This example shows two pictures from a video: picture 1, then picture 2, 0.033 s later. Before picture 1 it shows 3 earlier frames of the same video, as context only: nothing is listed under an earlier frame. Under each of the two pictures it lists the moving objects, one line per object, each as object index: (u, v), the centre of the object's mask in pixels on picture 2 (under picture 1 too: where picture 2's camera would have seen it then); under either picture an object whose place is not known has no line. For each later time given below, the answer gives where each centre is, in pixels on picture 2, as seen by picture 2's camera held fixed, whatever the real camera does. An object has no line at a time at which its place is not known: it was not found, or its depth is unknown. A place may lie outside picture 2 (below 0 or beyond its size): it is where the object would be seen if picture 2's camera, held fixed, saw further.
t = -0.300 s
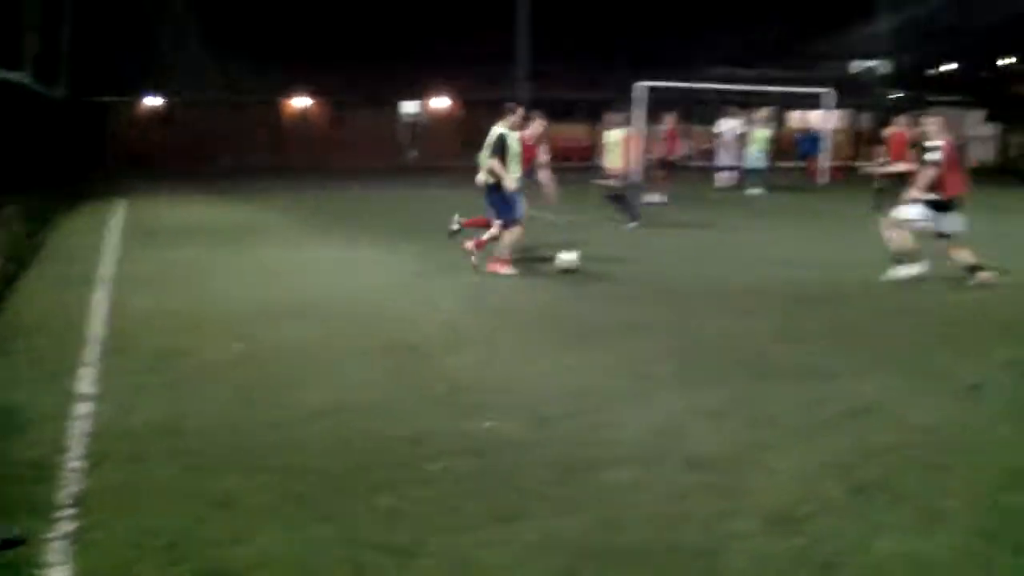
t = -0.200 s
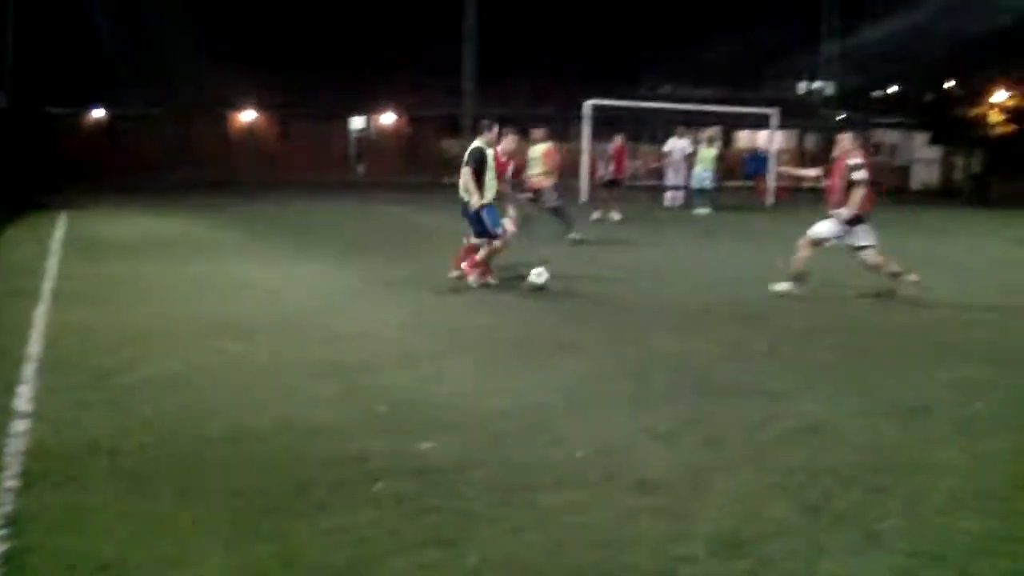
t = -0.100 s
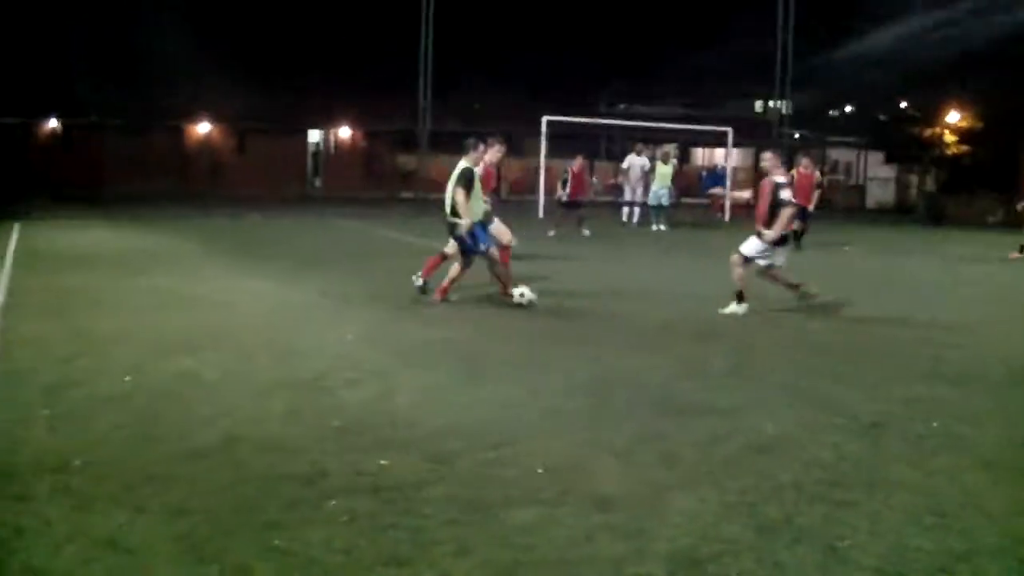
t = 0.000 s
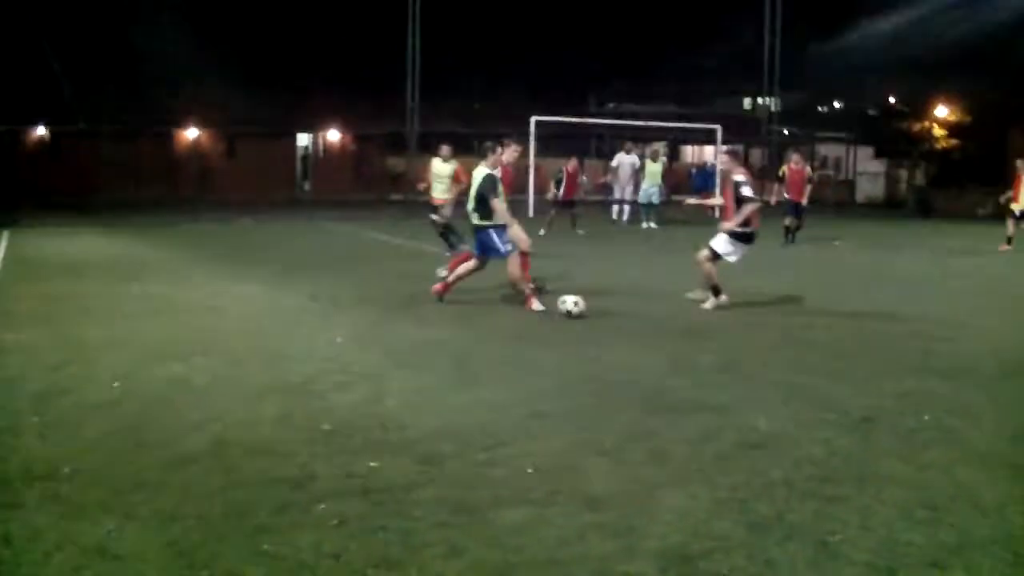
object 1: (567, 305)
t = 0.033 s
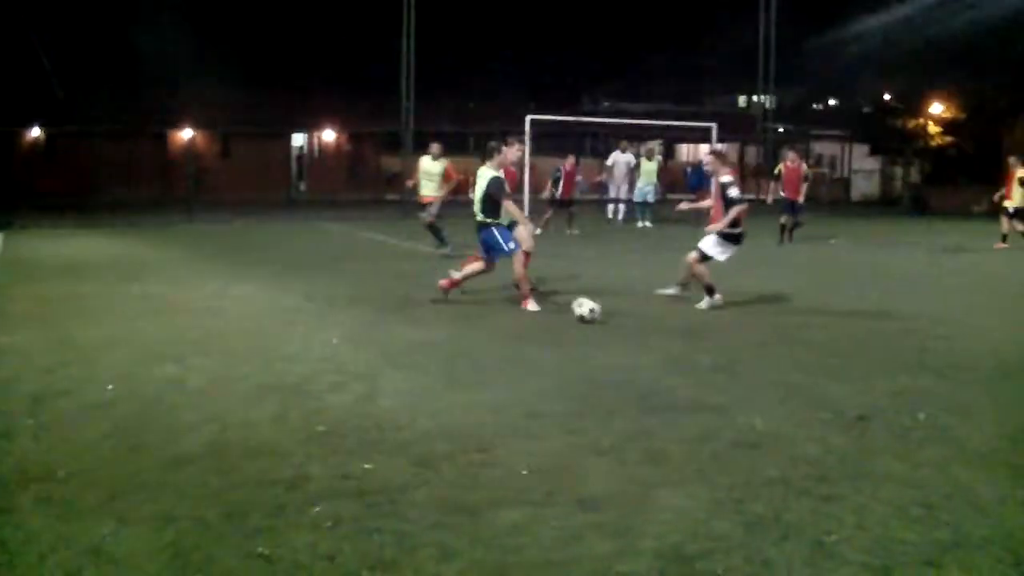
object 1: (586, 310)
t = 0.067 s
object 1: (607, 313)
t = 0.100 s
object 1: (628, 316)
